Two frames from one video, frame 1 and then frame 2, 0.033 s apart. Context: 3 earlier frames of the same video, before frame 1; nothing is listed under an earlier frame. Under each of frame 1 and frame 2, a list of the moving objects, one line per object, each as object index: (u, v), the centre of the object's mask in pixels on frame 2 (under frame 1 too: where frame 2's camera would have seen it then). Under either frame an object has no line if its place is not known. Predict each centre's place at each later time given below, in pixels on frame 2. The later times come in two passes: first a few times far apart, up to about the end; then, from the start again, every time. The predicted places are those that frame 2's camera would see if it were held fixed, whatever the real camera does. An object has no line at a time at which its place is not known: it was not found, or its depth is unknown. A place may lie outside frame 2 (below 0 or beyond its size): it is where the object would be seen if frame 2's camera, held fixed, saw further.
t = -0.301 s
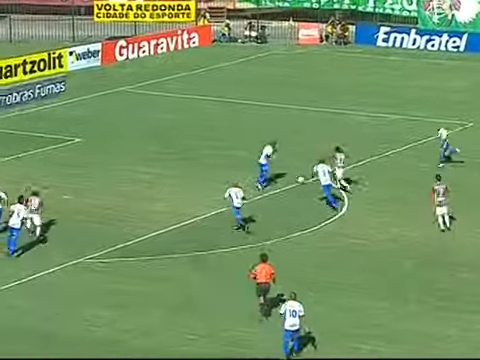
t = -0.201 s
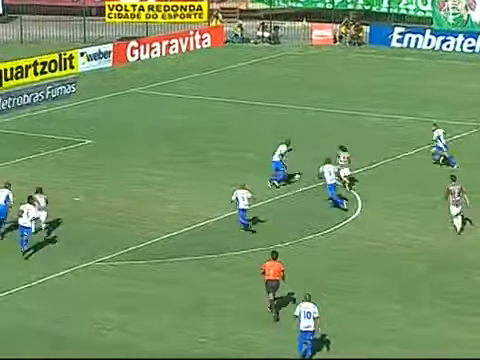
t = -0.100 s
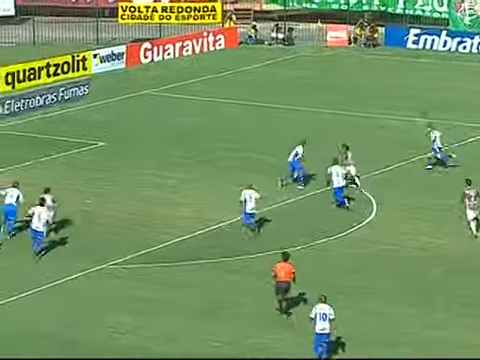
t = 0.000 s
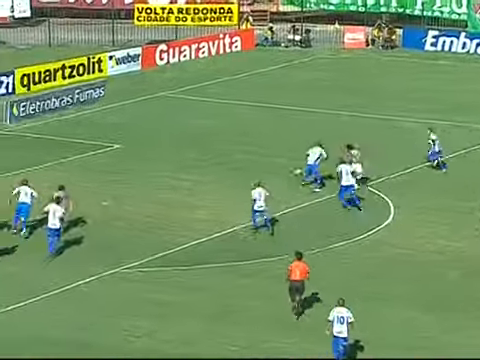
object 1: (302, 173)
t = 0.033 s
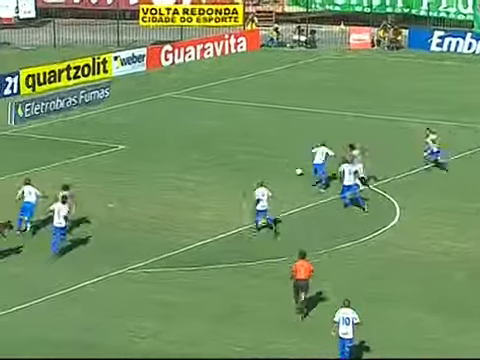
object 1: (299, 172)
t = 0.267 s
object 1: (270, 163)
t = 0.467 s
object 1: (250, 156)
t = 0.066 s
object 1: (294, 171)
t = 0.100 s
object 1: (289, 170)
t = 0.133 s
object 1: (285, 168)
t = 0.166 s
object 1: (281, 166)
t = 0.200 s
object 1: (277, 165)
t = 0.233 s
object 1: (273, 164)
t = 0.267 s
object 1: (270, 163)
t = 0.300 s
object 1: (266, 161)
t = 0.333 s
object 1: (262, 159)
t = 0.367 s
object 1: (259, 158)
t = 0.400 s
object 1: (256, 157)
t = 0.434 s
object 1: (253, 157)
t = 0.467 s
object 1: (250, 156)
